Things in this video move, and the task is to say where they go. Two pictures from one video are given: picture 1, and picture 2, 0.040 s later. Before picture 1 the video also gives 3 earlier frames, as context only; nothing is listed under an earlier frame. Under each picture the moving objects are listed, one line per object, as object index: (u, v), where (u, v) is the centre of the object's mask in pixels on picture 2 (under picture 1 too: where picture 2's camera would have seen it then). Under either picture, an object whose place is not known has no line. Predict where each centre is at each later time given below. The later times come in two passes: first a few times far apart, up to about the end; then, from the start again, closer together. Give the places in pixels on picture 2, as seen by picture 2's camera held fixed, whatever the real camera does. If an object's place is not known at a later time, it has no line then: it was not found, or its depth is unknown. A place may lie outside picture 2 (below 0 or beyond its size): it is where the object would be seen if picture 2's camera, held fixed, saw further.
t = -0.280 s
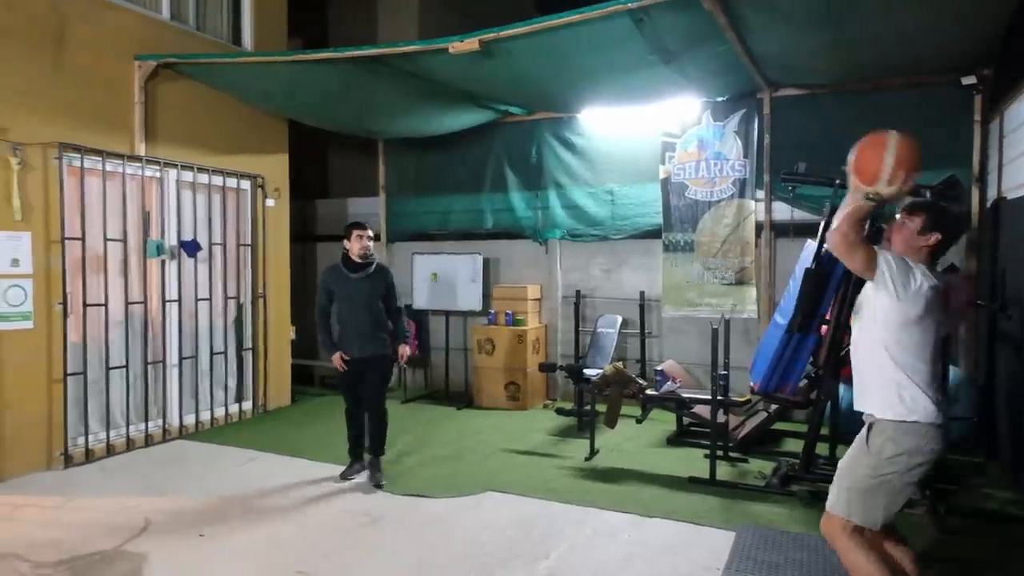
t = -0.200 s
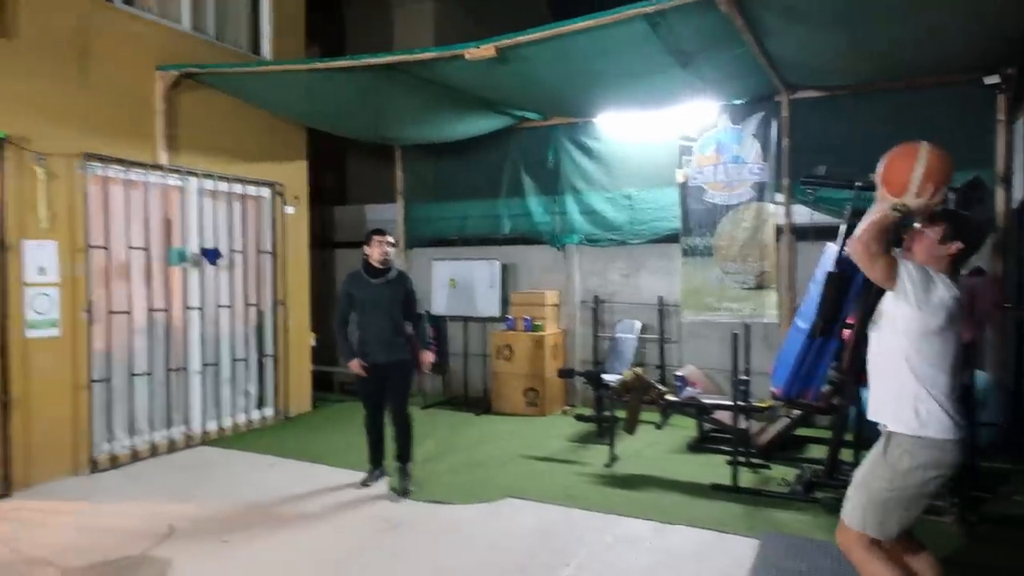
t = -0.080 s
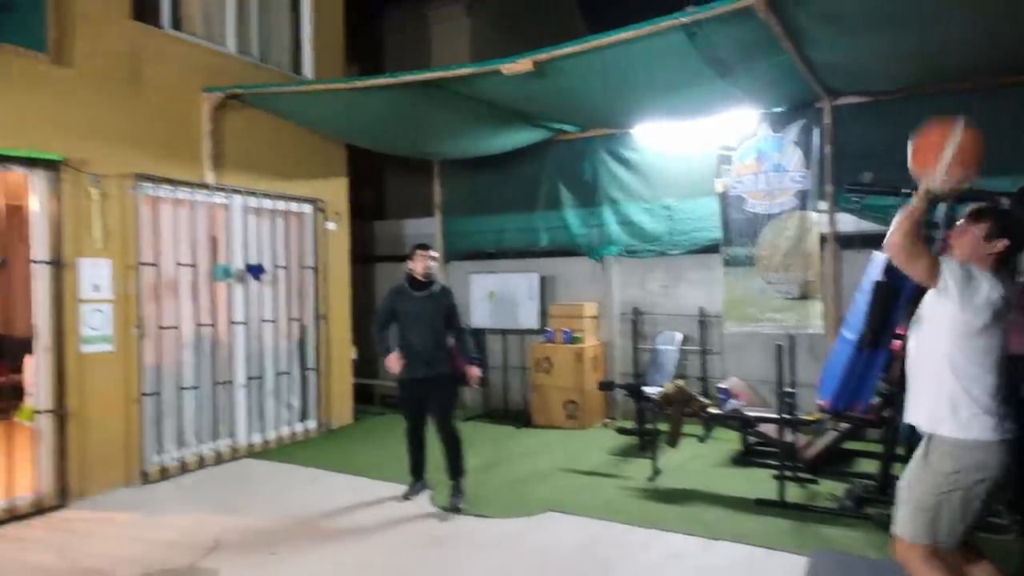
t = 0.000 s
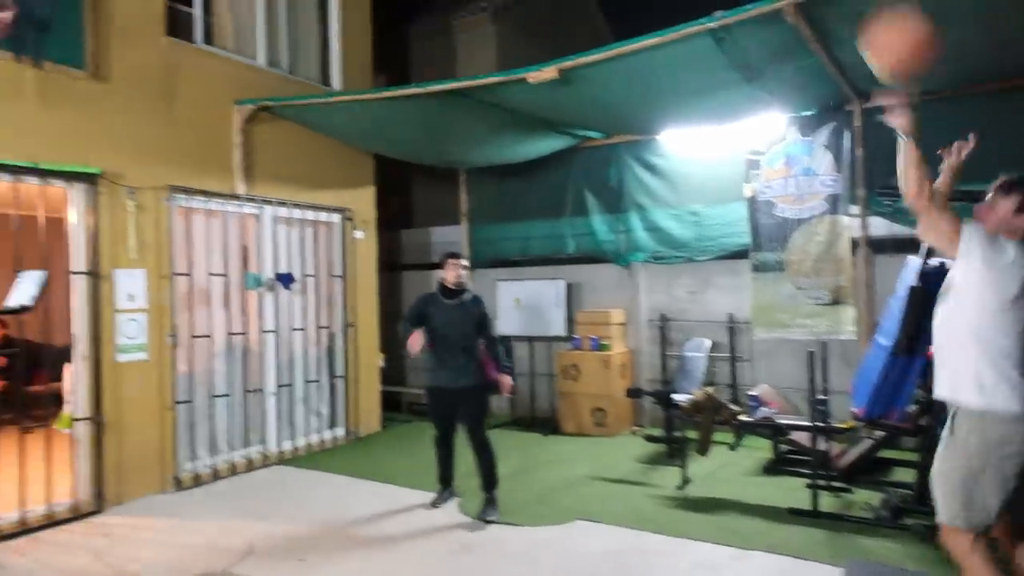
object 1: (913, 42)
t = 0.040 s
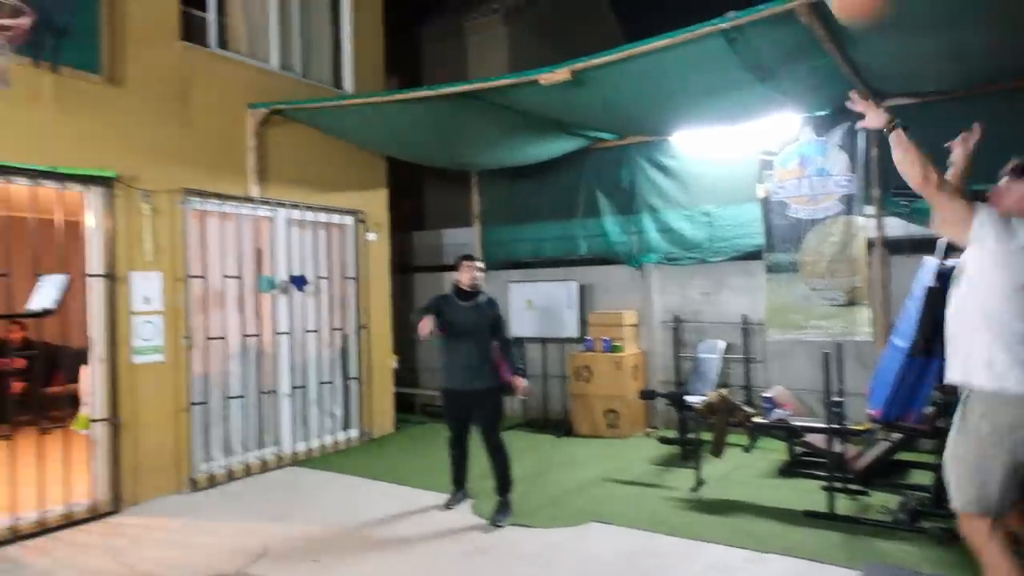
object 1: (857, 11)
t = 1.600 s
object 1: (208, 180)
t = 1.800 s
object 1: (264, 370)
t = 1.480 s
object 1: (175, 96)
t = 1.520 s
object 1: (187, 121)
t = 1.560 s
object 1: (198, 150)
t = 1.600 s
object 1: (208, 180)
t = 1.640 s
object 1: (220, 212)
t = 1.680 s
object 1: (231, 250)
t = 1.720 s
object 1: (241, 286)
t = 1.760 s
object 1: (254, 327)
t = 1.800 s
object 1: (264, 370)
